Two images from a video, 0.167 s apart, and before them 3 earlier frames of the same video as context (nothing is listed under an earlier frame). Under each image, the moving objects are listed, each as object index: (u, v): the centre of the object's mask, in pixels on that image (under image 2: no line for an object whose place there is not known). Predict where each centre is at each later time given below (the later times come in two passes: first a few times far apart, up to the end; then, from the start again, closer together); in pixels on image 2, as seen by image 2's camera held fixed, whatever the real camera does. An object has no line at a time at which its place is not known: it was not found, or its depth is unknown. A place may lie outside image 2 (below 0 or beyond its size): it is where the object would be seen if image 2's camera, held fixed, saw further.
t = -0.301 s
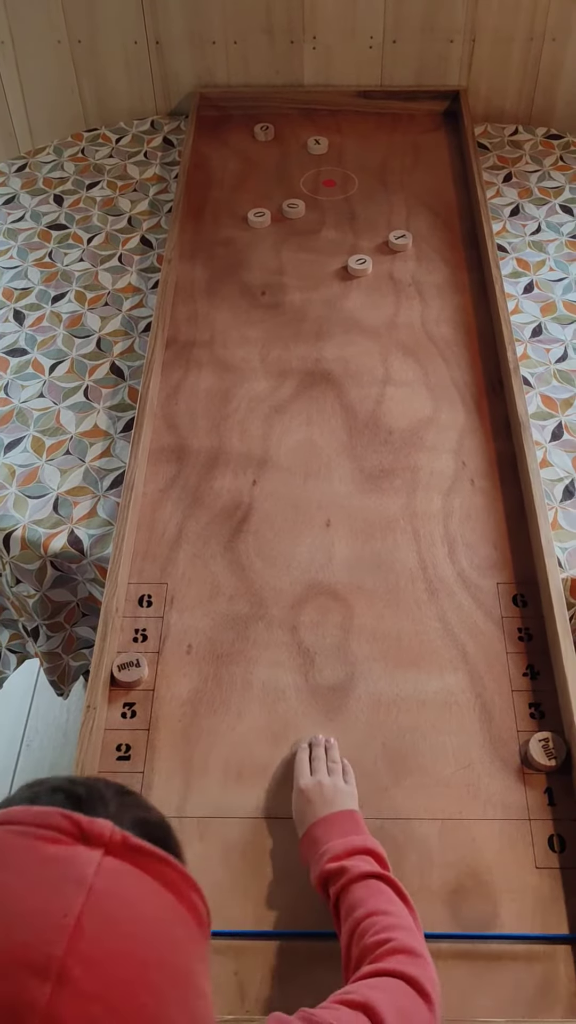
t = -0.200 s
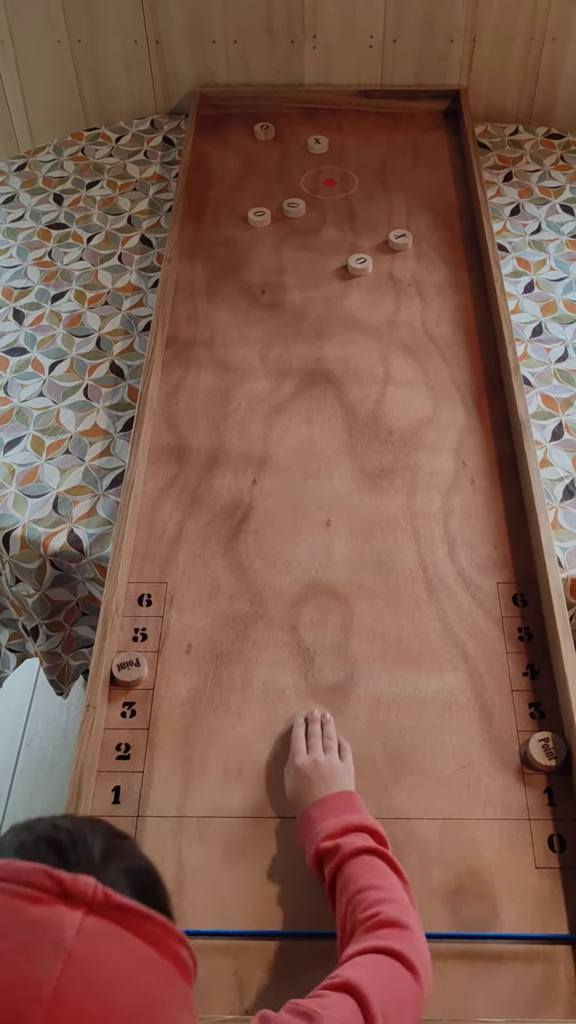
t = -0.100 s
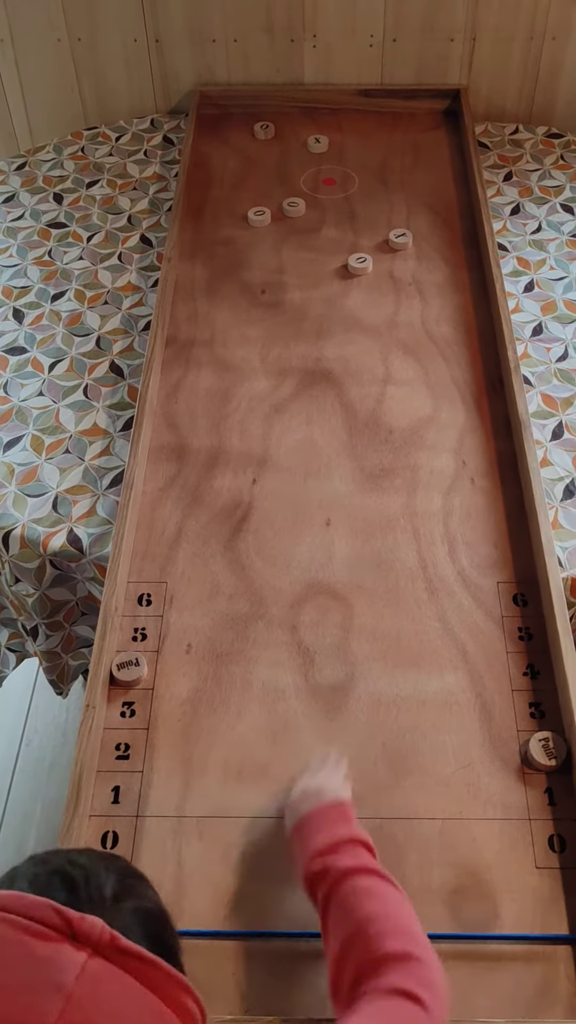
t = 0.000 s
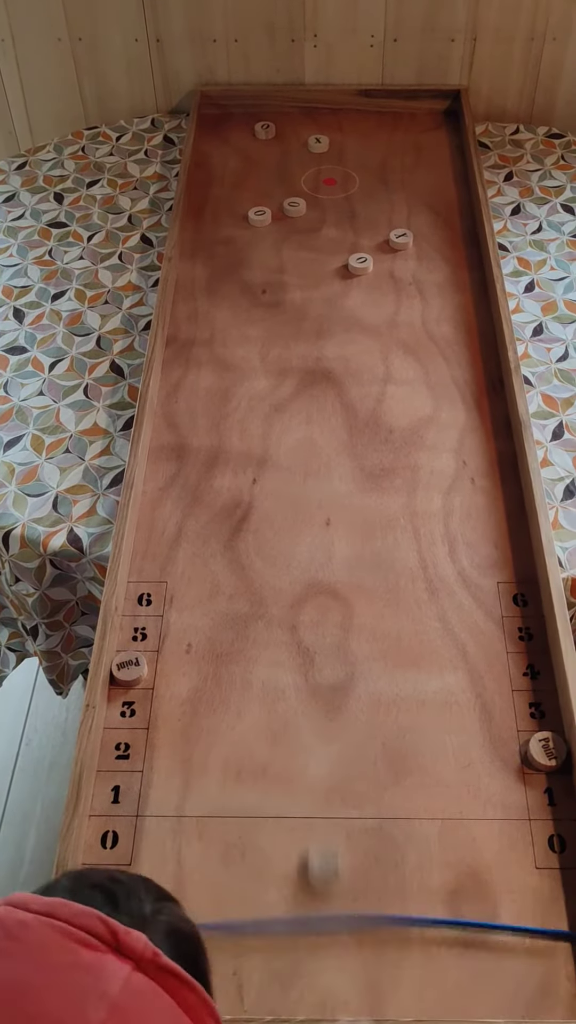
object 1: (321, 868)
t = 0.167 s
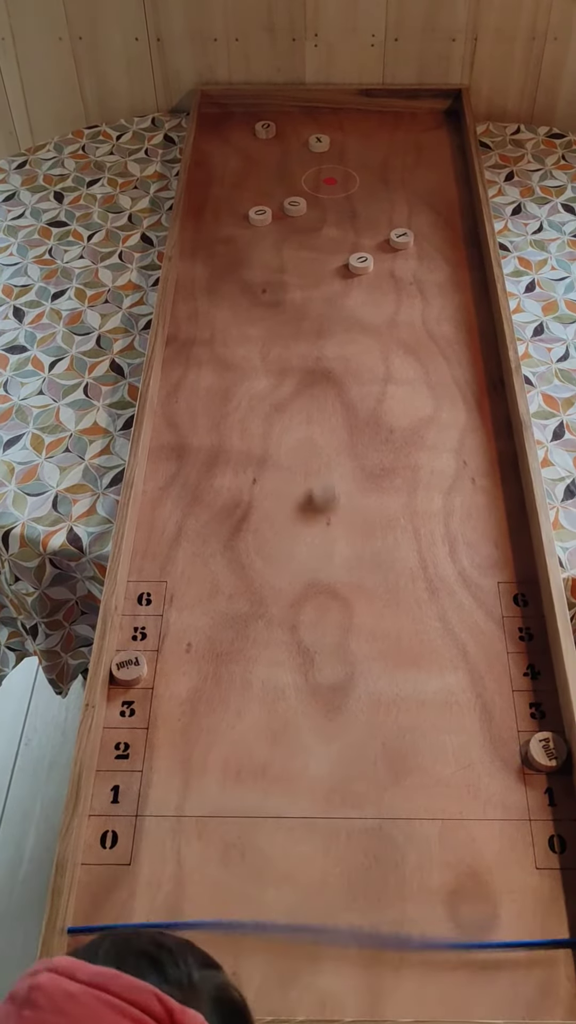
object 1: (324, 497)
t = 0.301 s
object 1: (331, 321)
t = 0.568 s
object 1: (332, 151)
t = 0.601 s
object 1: (338, 148)
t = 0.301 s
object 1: (331, 321)
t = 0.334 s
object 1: (328, 292)
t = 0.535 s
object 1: (327, 155)
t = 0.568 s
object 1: (332, 151)
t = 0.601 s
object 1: (338, 148)
